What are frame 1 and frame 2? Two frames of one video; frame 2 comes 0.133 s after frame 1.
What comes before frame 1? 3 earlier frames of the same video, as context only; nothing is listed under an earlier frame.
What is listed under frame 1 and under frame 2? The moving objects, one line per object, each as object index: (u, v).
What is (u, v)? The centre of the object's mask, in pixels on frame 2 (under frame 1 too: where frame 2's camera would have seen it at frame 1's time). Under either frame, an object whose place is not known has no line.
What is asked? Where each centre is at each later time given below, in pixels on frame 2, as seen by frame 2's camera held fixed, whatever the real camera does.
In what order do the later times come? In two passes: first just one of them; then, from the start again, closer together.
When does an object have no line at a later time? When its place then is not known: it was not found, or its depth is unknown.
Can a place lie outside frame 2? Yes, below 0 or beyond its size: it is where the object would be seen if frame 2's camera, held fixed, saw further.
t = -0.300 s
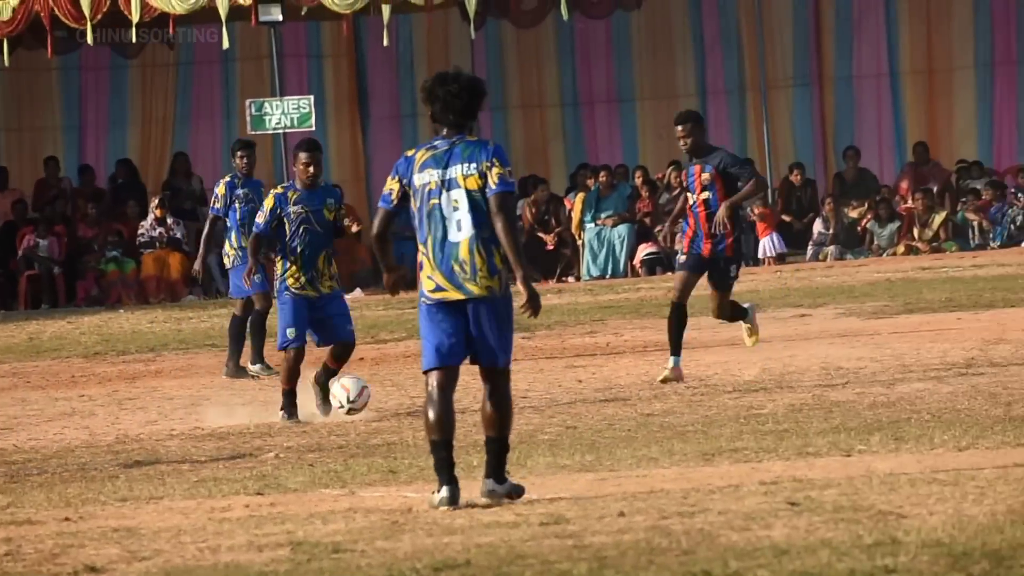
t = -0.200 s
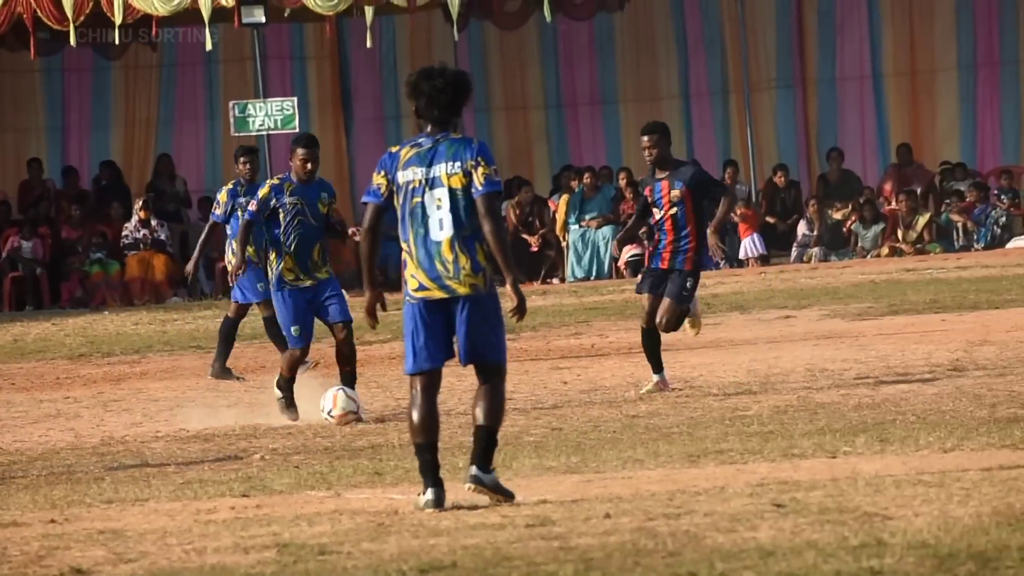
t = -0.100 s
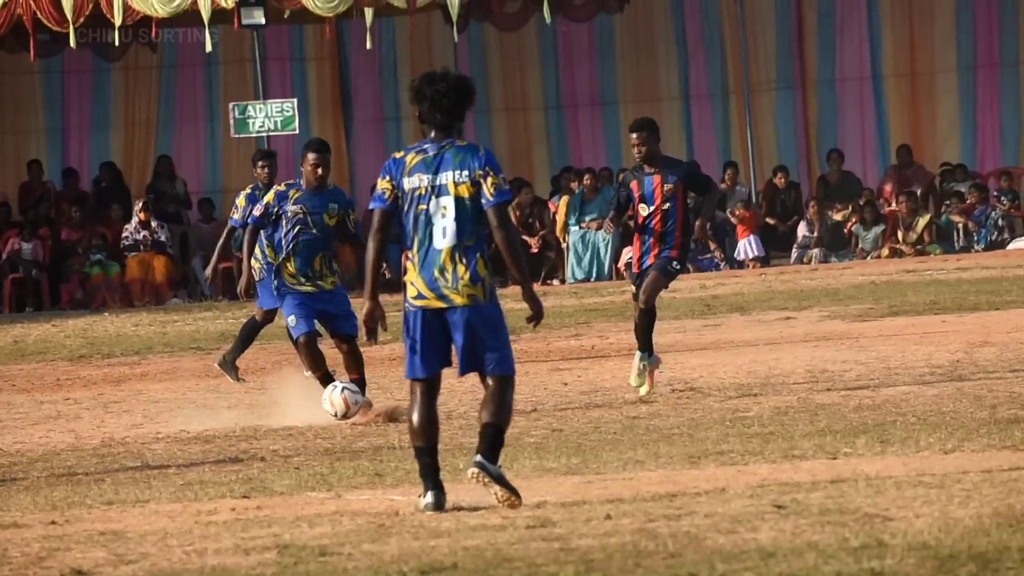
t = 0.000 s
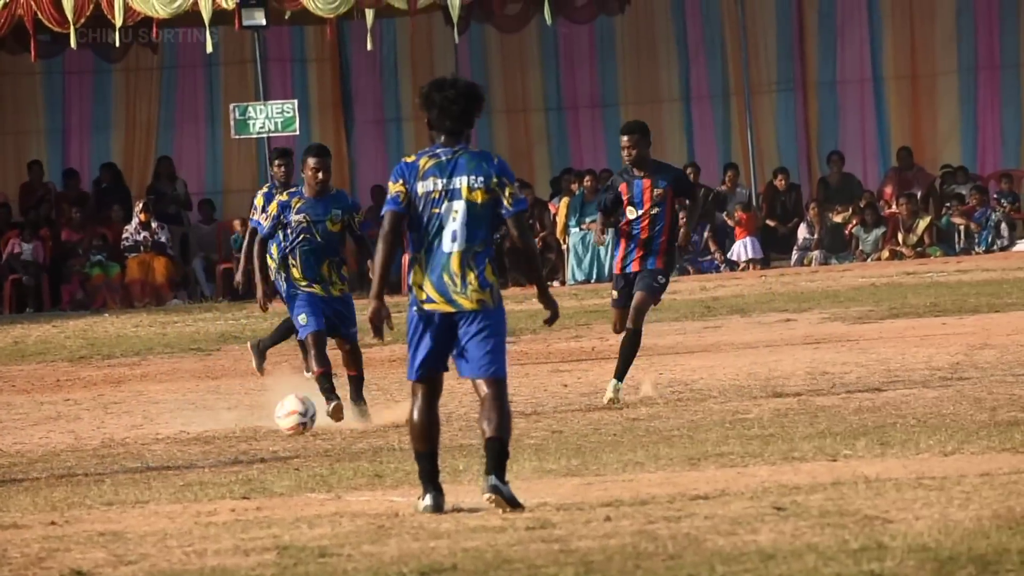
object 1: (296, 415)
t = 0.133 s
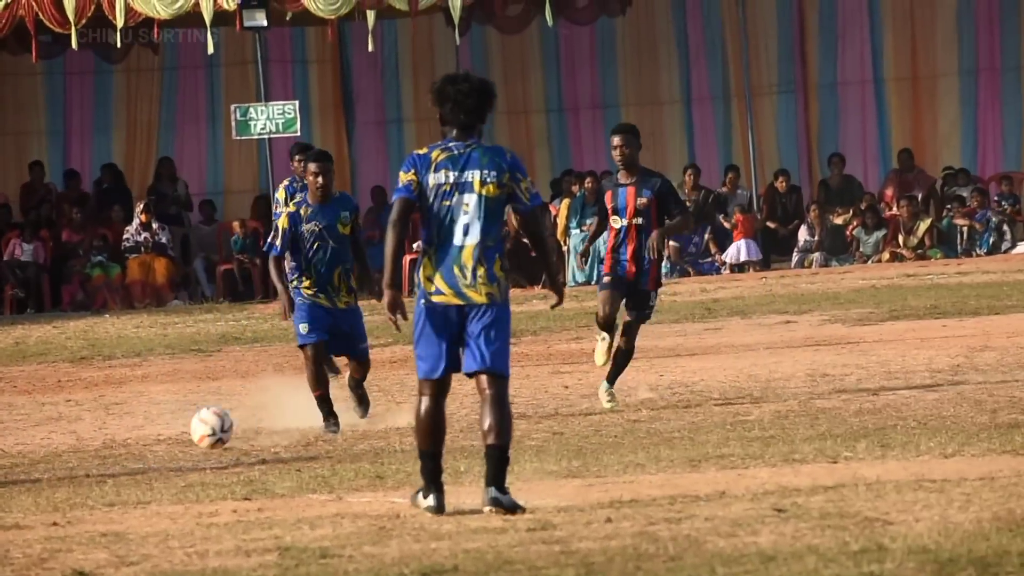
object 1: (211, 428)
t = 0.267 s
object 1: (130, 438)
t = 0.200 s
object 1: (170, 434)
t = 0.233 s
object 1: (150, 434)
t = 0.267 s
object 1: (130, 438)
